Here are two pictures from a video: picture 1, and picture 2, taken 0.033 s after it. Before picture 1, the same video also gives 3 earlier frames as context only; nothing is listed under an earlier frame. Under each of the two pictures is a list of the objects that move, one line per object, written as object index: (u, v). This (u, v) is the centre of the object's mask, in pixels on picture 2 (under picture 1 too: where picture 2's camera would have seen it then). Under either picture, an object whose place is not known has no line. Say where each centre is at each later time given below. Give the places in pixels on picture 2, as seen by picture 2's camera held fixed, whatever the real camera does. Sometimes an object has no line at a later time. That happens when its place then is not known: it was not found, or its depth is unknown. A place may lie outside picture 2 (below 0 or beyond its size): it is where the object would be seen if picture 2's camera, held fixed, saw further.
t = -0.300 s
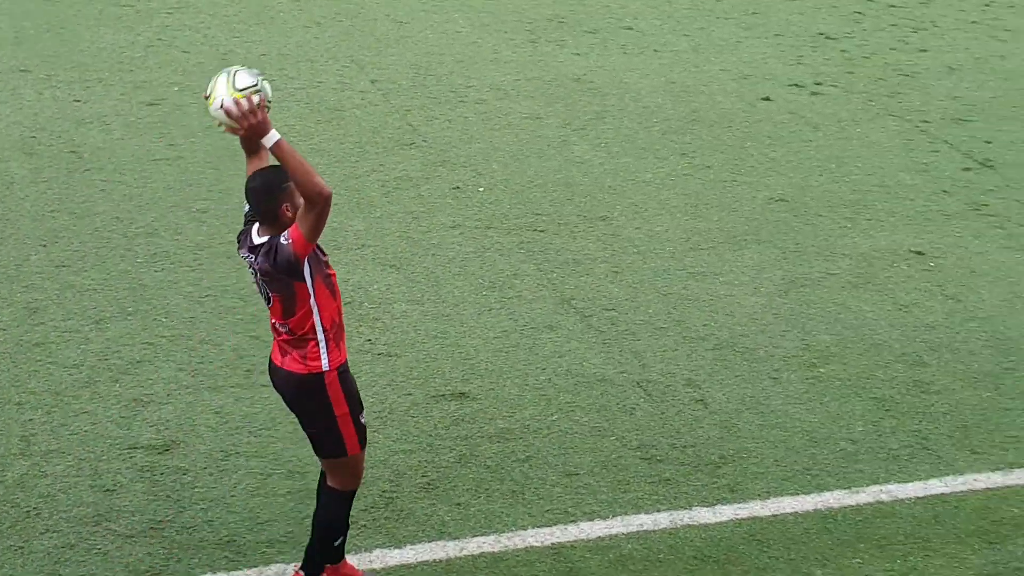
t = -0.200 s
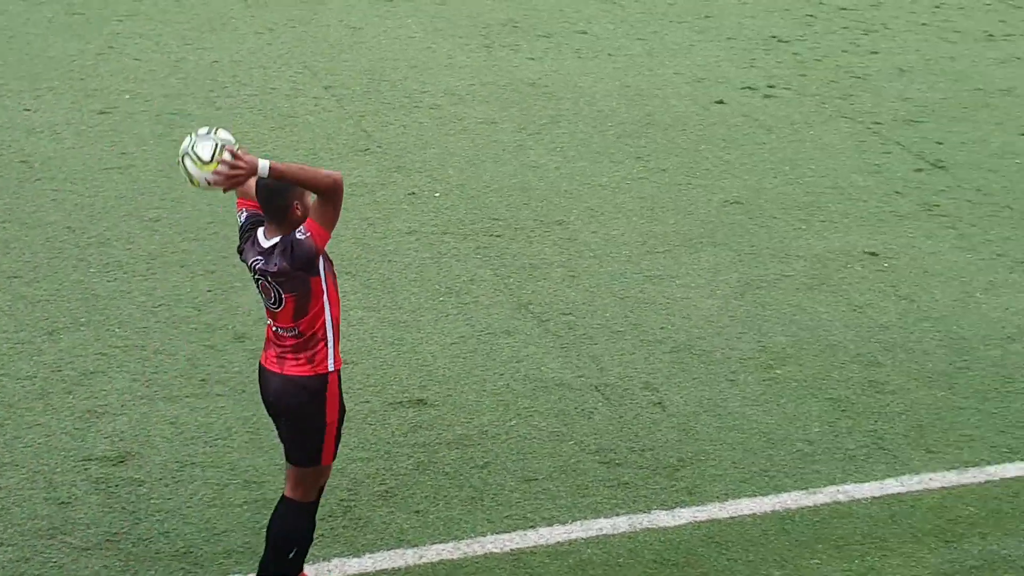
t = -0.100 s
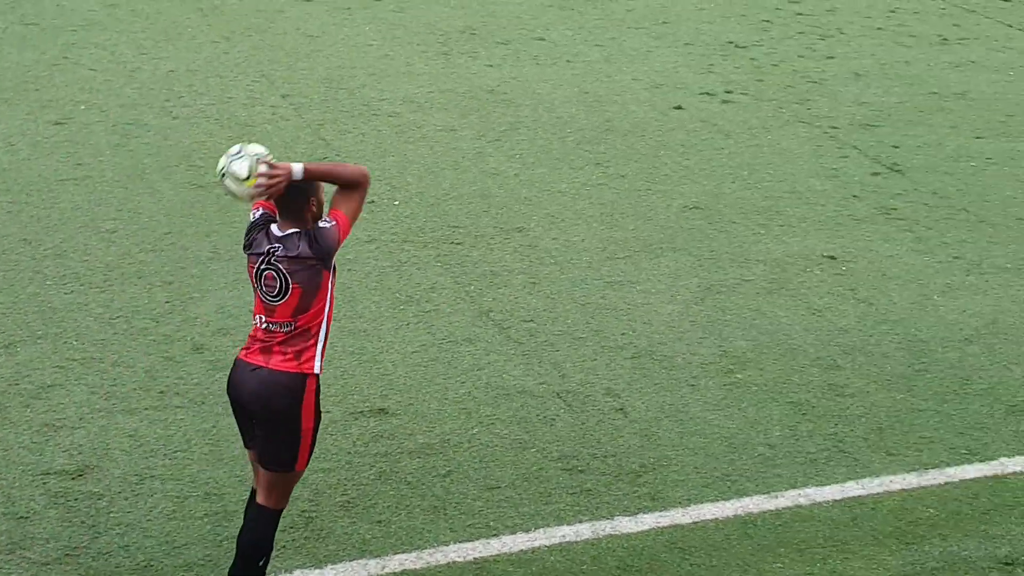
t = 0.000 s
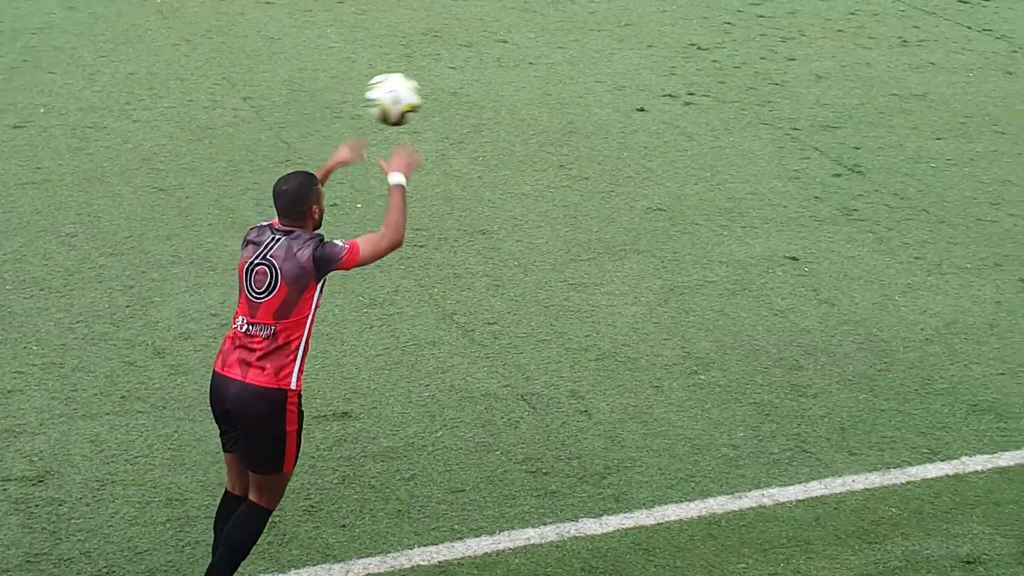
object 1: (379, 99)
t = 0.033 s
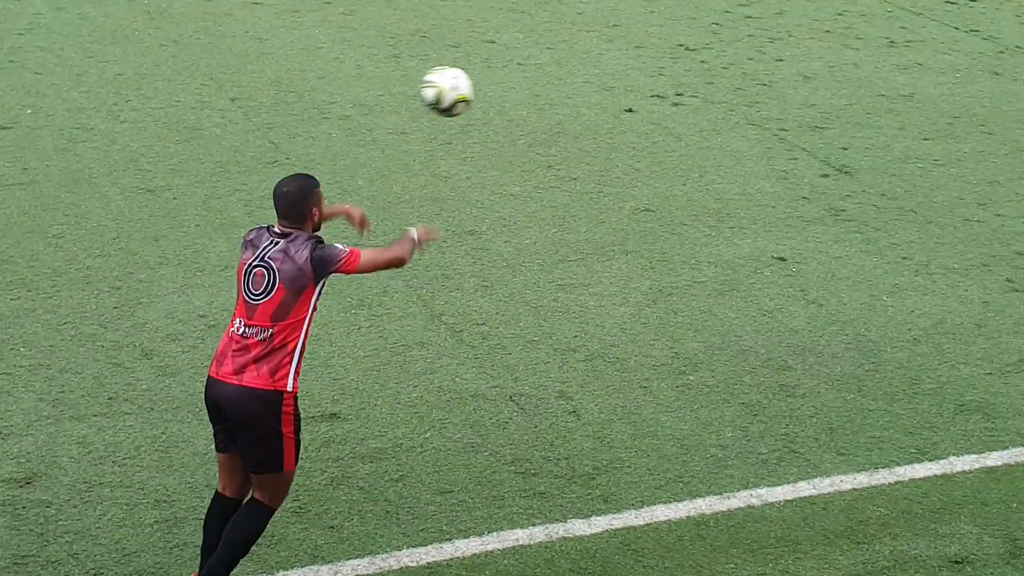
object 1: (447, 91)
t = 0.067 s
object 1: (506, 86)
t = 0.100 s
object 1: (557, 84)
